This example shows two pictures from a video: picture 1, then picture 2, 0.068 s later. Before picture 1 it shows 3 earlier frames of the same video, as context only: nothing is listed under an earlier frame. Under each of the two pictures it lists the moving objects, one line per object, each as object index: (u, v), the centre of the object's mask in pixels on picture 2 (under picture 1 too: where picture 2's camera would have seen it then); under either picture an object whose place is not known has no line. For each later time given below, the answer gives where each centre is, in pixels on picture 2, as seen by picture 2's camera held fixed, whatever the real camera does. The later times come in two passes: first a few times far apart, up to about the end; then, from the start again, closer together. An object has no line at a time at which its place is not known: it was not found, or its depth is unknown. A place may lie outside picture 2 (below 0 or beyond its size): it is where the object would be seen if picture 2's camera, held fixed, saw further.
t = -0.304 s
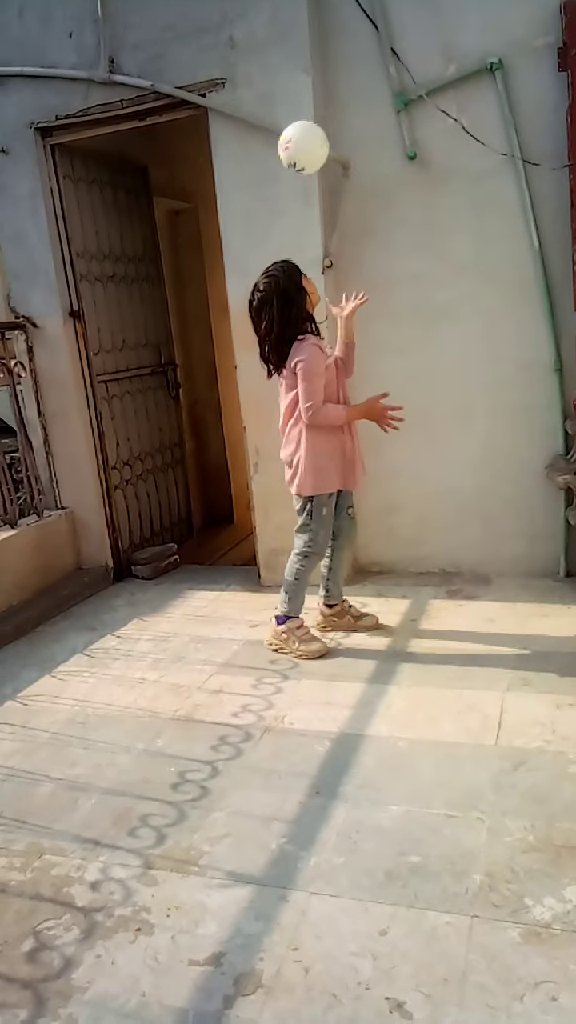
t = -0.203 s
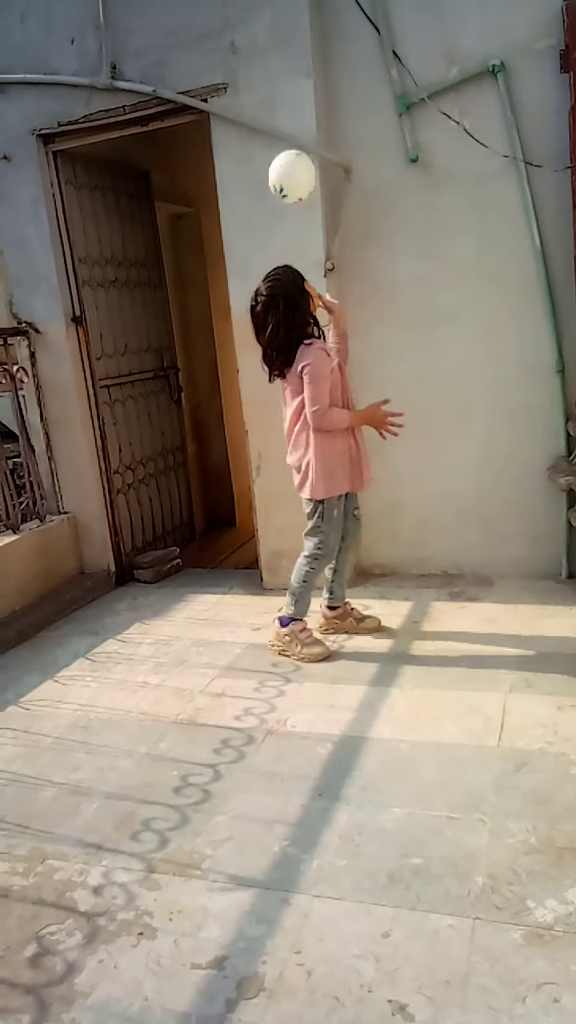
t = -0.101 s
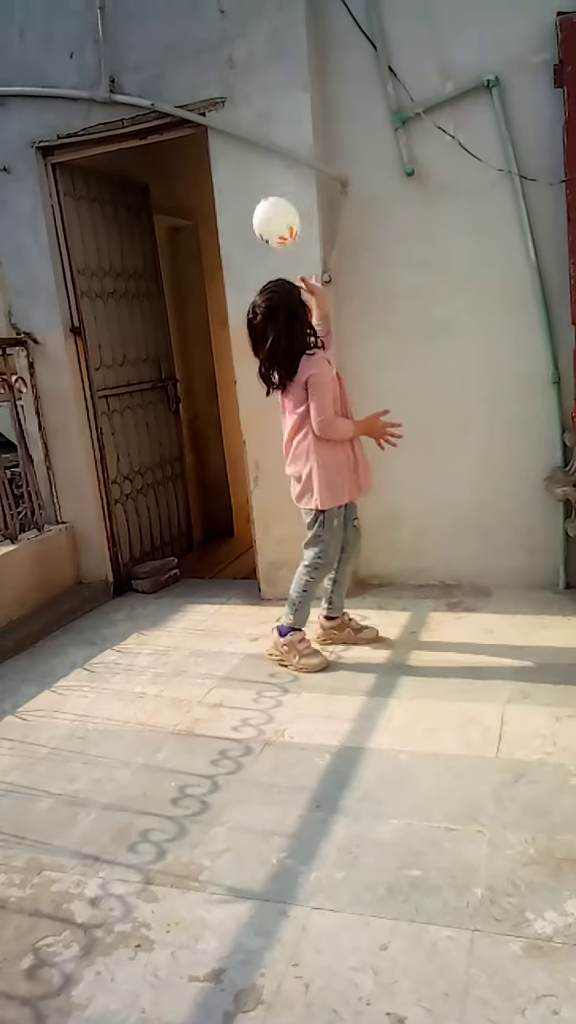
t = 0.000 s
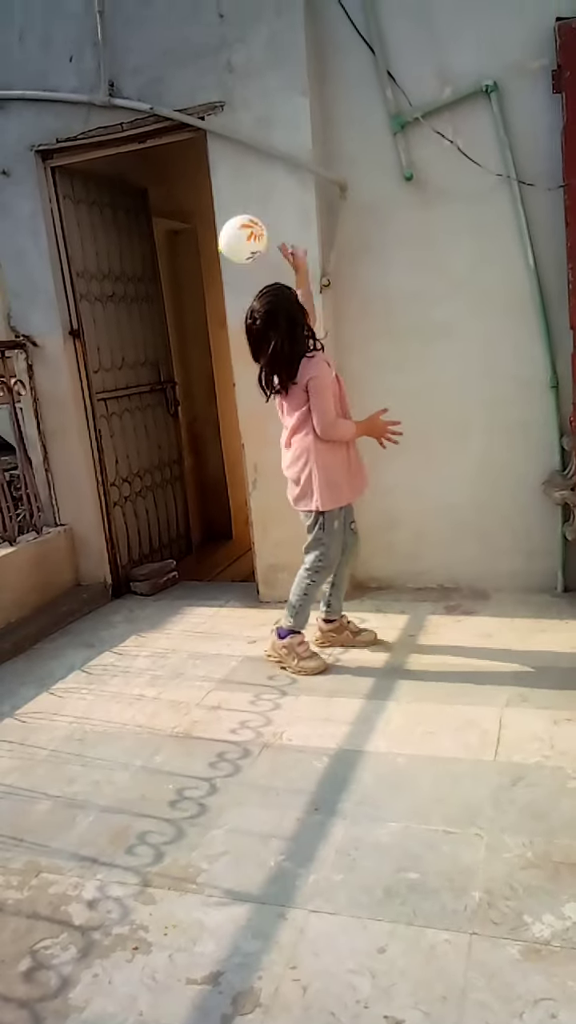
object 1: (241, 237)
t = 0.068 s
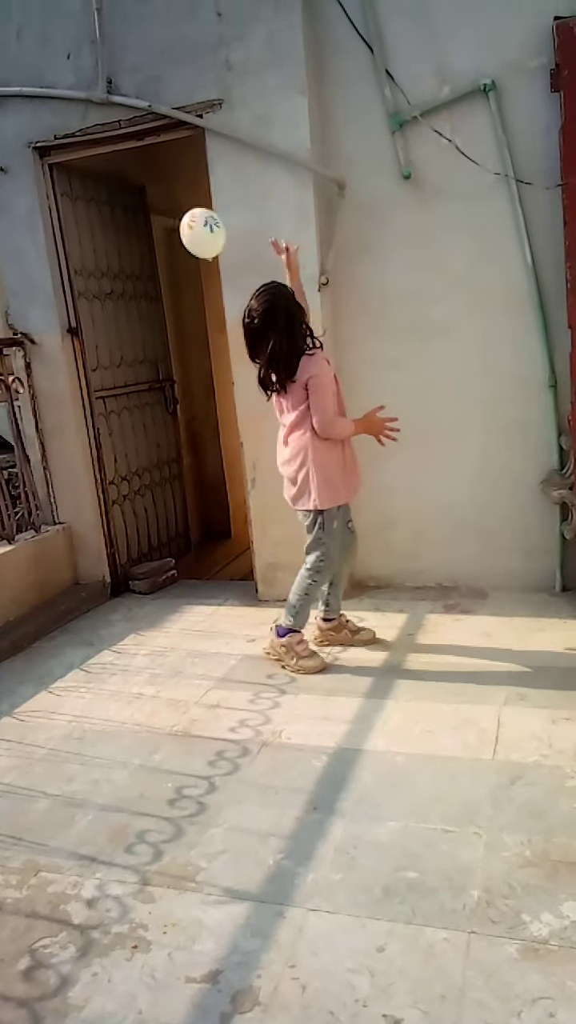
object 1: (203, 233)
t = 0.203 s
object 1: (143, 236)
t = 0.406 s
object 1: (74, 273)
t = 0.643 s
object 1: (91, 326)
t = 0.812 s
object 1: (116, 375)
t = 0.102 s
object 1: (186, 232)
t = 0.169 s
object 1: (156, 234)
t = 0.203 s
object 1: (143, 236)
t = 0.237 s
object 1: (129, 239)
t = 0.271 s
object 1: (117, 243)
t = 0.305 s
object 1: (105, 249)
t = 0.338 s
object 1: (93, 256)
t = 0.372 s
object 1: (82, 264)
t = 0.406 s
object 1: (74, 273)
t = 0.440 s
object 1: (67, 283)
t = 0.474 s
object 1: (65, 290)
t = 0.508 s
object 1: (71, 296)
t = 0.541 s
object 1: (76, 303)
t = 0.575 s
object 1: (81, 310)
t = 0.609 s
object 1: (86, 318)
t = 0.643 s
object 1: (91, 326)
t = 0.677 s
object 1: (96, 335)
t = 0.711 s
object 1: (102, 344)
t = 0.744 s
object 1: (107, 355)
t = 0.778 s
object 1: (112, 365)
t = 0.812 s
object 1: (116, 375)
